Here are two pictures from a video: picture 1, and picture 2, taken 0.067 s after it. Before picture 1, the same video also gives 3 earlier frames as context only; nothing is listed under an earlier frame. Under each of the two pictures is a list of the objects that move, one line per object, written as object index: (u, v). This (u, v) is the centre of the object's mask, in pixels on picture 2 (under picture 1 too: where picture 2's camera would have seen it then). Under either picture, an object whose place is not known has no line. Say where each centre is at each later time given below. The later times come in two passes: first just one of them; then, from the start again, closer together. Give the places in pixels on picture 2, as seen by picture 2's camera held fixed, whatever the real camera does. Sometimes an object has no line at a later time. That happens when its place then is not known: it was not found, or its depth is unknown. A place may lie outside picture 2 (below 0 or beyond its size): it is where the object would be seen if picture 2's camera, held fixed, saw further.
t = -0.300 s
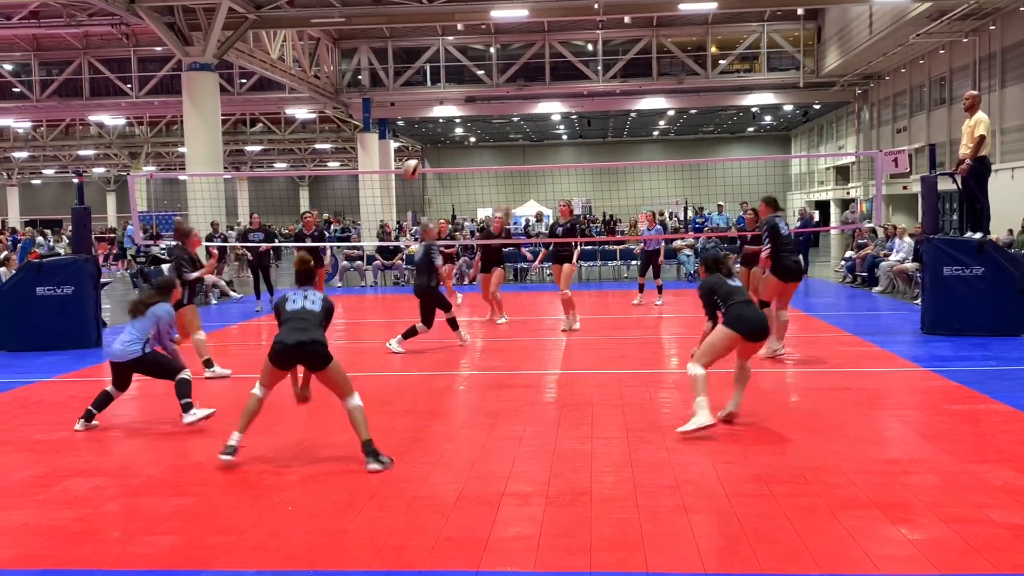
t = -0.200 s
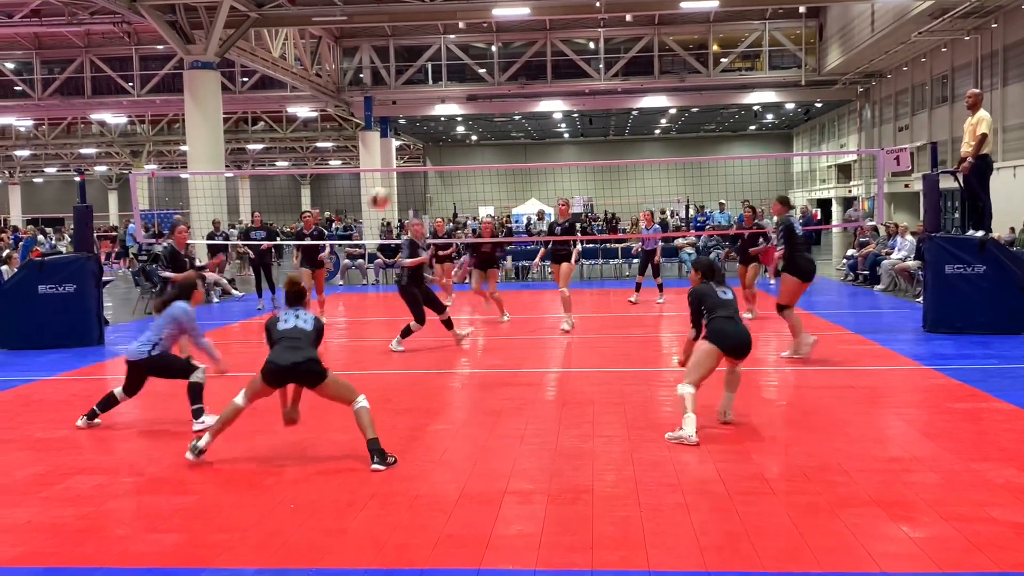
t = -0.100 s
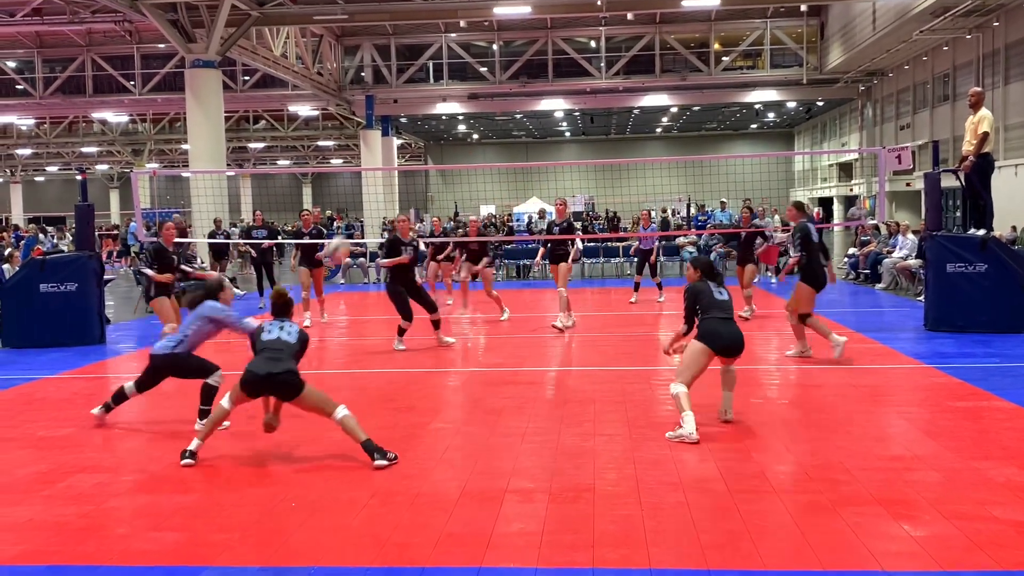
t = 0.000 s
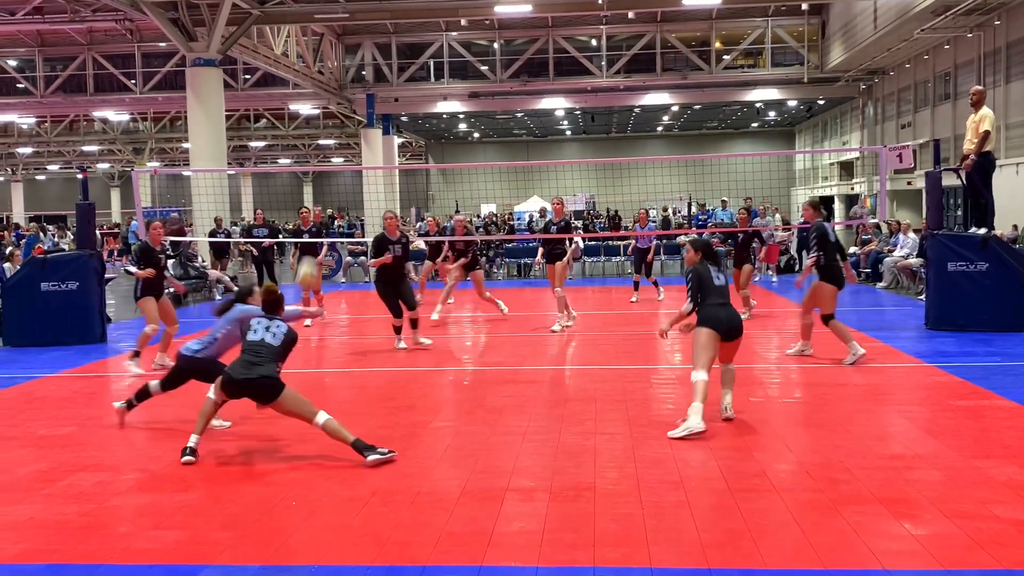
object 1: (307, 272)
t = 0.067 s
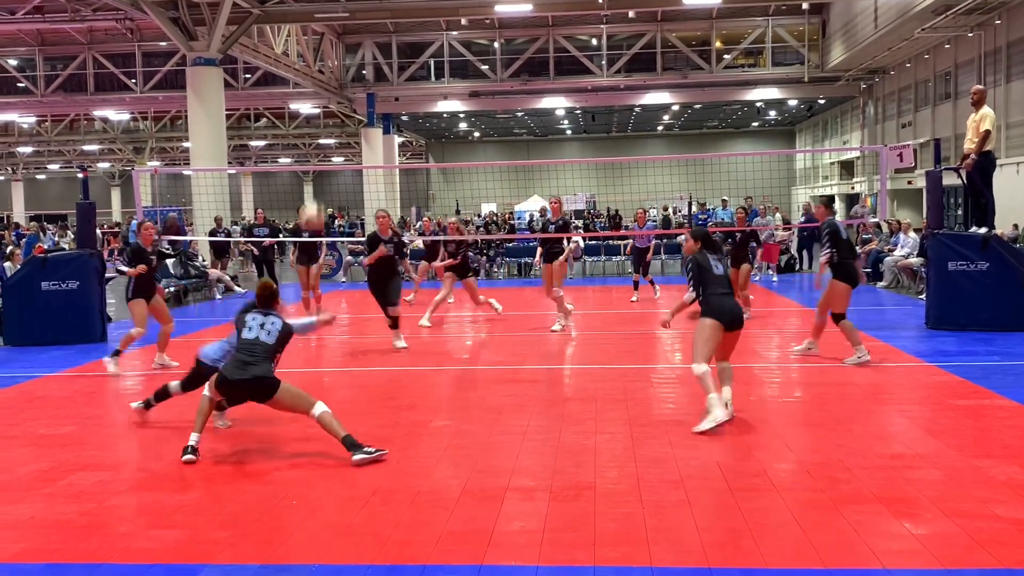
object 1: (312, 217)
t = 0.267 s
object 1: (329, 86)
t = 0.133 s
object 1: (319, 166)
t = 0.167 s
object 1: (321, 143)
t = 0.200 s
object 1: (324, 123)
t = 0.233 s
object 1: (326, 104)
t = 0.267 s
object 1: (329, 86)
